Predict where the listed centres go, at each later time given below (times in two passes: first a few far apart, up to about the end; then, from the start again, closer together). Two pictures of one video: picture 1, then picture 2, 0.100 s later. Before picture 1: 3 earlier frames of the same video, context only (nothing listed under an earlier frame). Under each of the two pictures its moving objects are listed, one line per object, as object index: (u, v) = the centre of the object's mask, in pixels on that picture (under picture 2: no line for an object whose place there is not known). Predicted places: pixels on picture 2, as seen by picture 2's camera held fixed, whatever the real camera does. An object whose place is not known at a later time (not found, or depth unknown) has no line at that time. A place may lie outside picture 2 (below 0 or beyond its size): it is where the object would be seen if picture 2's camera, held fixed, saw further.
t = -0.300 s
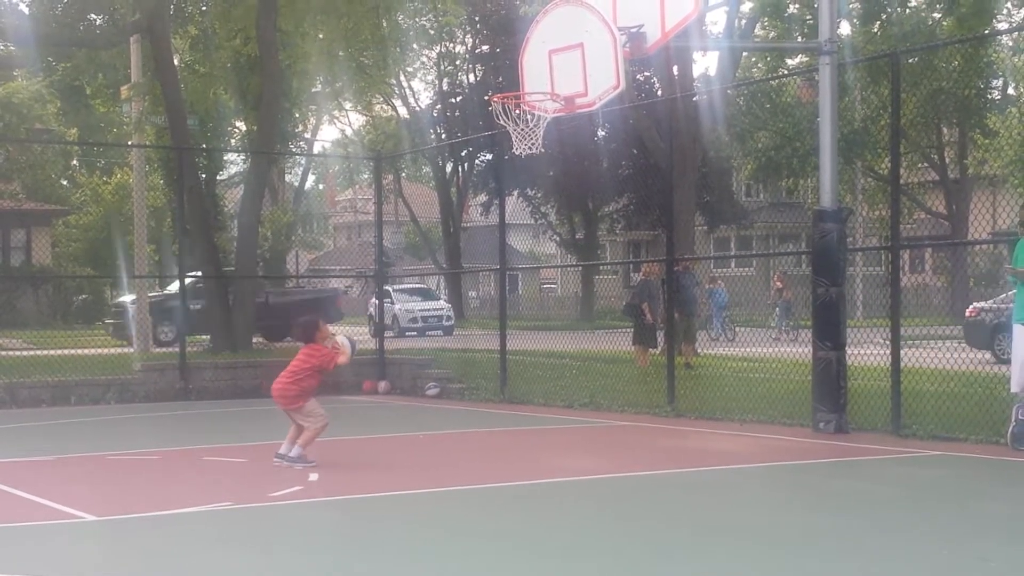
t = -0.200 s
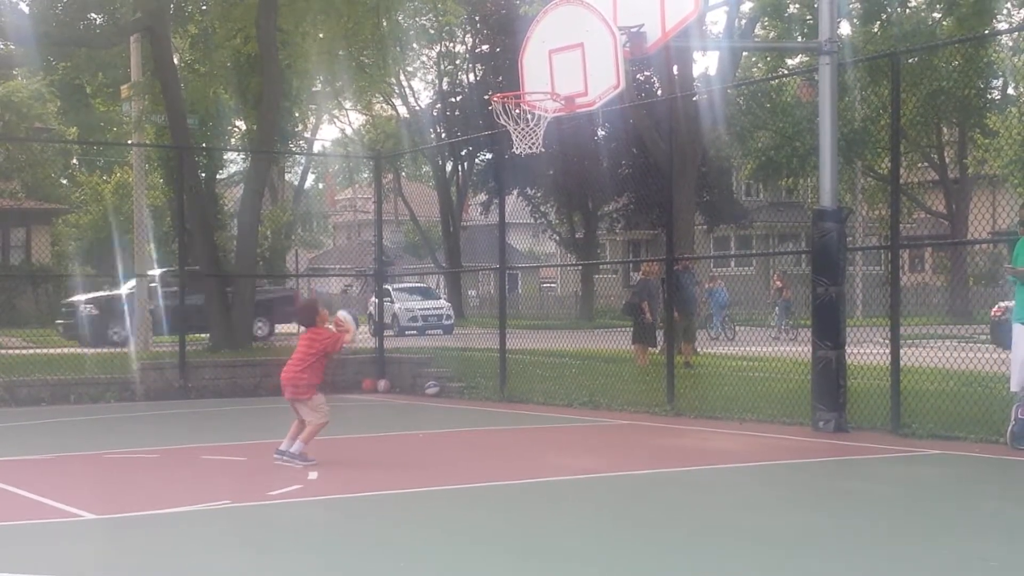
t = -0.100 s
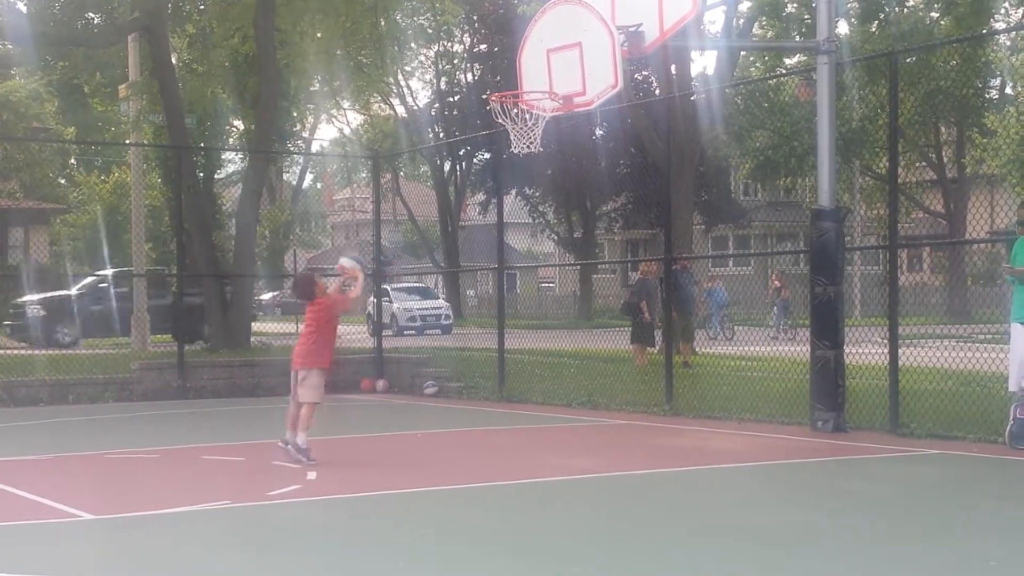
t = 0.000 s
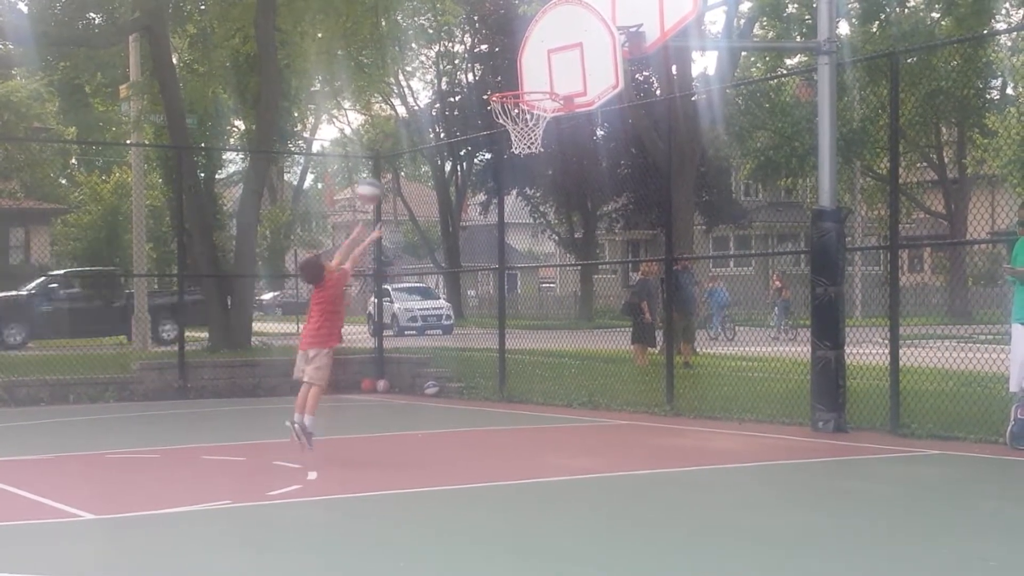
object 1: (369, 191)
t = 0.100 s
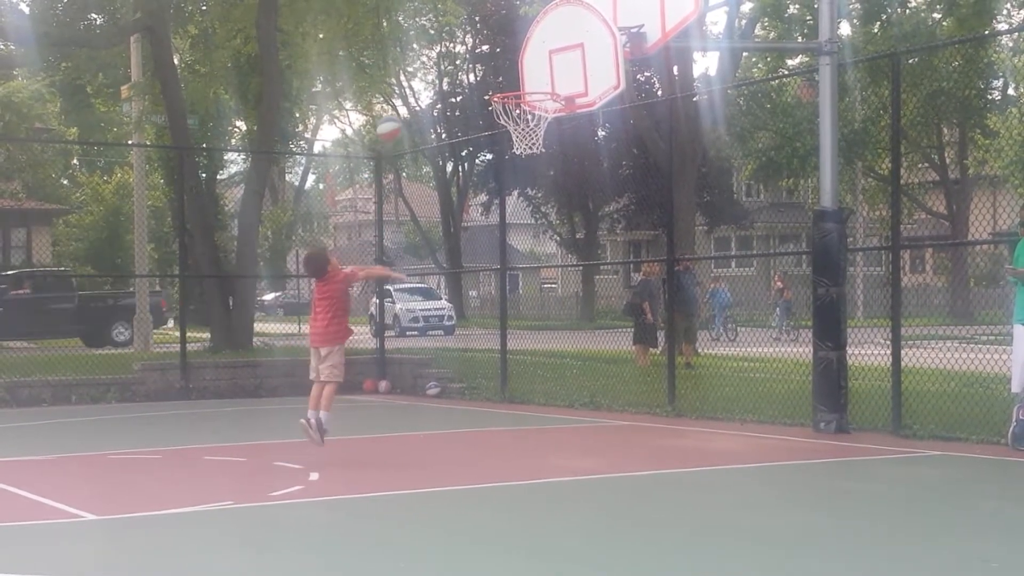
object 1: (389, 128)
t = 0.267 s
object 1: (422, 54)
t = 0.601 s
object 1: (489, 26)
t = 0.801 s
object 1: (527, 82)
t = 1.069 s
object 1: (522, 107)
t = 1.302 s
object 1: (498, 134)
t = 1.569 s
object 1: (509, 189)
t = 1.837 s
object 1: (520, 351)
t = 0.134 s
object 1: (396, 109)
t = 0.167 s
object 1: (403, 94)
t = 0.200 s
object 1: (409, 79)
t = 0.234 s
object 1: (415, 66)
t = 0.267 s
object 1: (422, 54)
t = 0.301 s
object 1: (429, 44)
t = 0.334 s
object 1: (436, 36)
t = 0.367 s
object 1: (442, 29)
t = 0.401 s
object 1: (449, 23)
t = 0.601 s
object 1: (489, 26)
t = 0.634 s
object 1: (496, 32)
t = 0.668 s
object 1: (502, 39)
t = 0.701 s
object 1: (509, 49)
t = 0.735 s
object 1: (515, 60)
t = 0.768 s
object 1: (522, 73)
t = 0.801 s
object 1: (527, 82)
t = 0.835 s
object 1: (529, 82)
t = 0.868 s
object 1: (532, 83)
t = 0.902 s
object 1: (535, 84)
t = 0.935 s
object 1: (537, 91)
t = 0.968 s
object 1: (540, 98)
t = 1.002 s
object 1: (534, 102)
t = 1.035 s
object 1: (527, 104)
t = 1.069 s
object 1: (522, 107)
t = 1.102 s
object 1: (518, 115)
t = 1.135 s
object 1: (509, 121)
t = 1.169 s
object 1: (504, 127)
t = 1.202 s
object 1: (503, 135)
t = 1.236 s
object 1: (499, 134)
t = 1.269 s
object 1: (498, 134)
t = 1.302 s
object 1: (498, 134)
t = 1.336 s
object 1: (499, 139)
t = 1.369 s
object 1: (500, 141)
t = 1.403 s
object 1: (502, 144)
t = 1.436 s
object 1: (503, 149)
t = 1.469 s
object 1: (505, 158)
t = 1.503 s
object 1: (507, 168)
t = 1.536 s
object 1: (508, 178)
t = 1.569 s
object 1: (509, 189)
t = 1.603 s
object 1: (511, 203)
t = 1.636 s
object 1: (512, 220)
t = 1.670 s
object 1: (514, 237)
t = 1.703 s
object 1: (515, 257)
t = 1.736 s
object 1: (517, 278)
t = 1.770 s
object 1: (518, 301)
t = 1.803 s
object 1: (520, 325)
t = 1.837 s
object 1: (520, 351)
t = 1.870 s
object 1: (521, 379)
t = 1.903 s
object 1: (525, 408)
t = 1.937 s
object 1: (525, 440)
